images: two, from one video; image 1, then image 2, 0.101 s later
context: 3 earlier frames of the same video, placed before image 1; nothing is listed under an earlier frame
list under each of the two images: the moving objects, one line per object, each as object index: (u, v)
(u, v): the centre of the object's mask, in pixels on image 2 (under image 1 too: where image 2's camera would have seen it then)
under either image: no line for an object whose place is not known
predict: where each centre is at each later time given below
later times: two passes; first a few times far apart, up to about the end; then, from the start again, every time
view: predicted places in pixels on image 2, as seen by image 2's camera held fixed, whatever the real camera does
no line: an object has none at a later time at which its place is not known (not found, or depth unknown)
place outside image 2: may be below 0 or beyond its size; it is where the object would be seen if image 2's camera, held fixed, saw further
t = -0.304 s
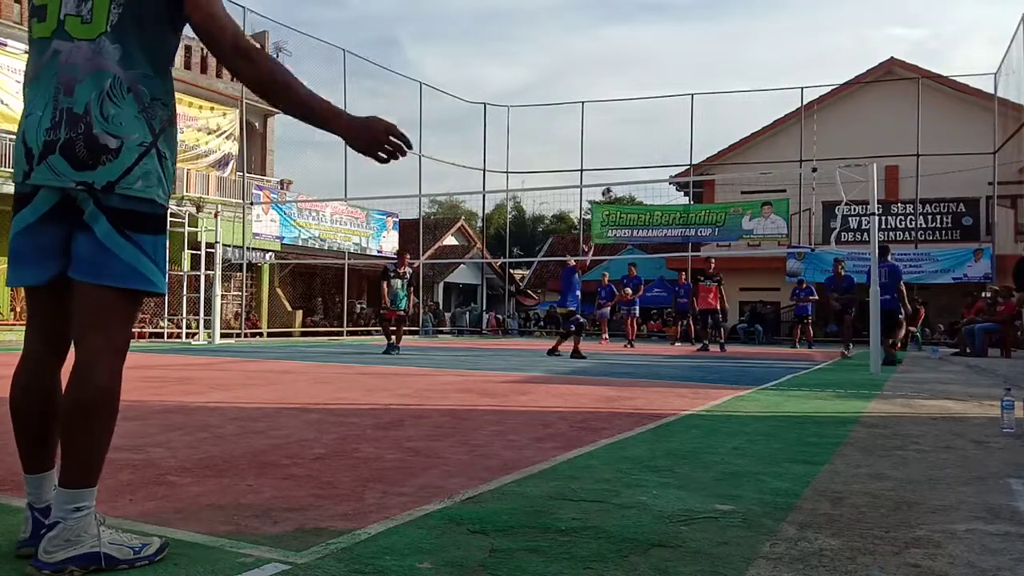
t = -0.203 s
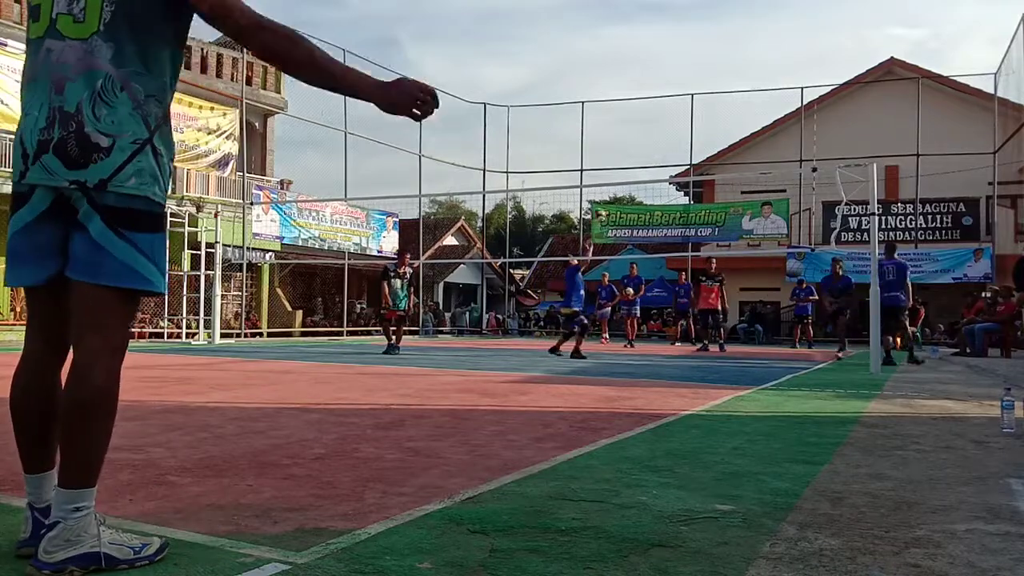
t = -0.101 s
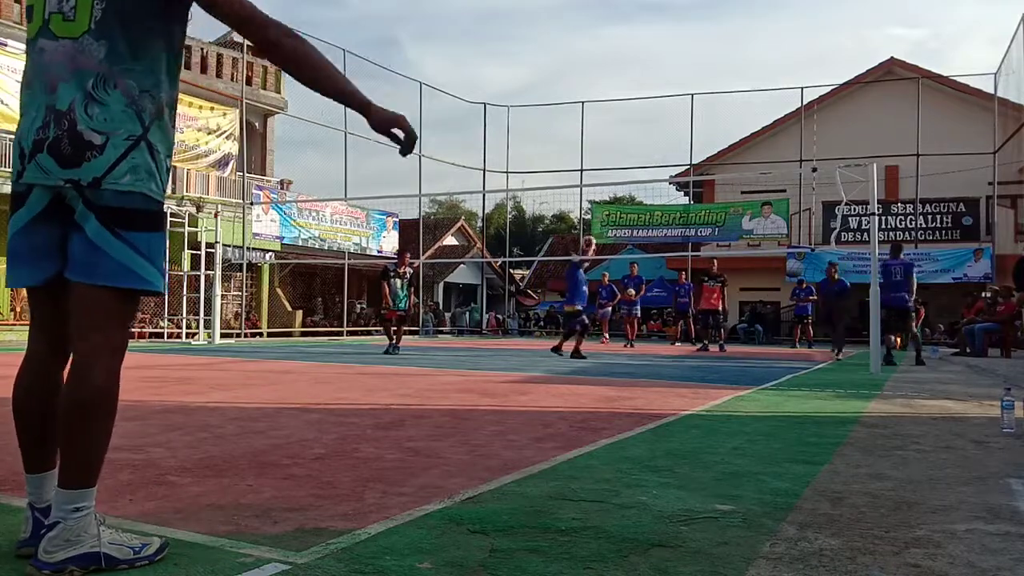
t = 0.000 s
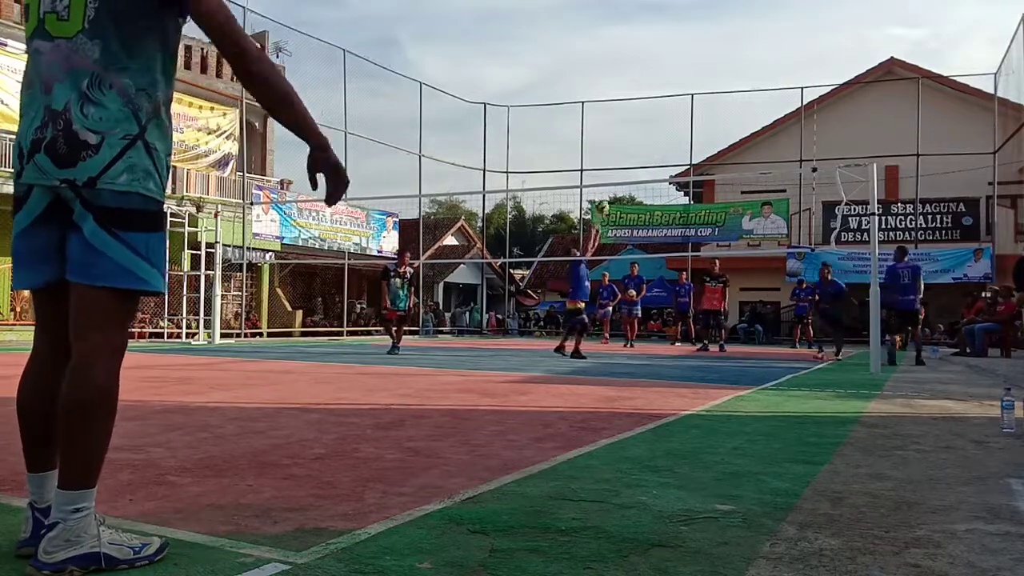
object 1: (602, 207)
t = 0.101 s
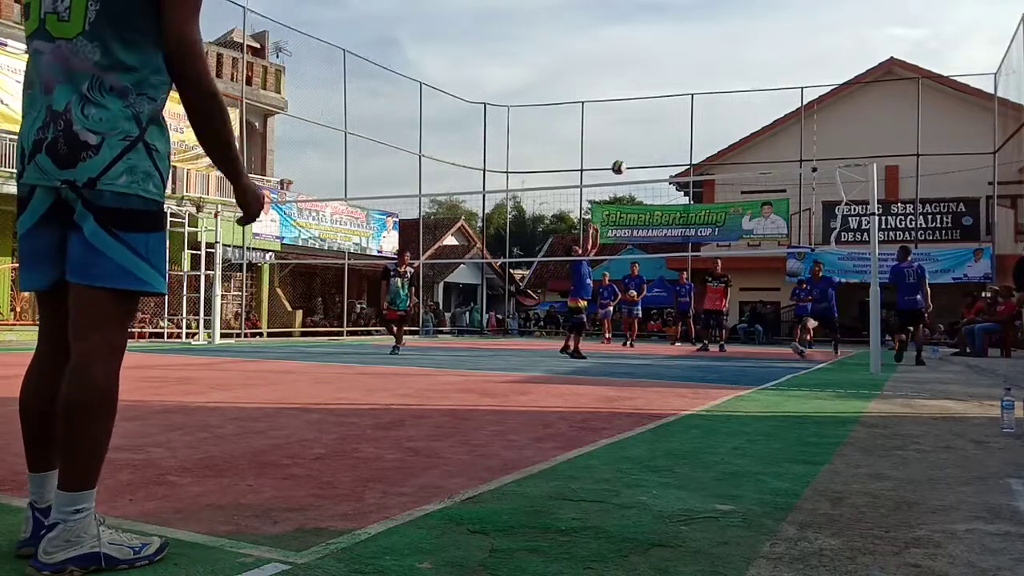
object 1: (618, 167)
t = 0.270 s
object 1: (647, 116)
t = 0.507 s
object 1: (688, 77)
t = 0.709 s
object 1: (724, 74)
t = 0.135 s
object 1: (623, 155)
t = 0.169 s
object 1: (629, 144)
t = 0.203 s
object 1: (634, 133)
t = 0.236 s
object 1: (640, 125)
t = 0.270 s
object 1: (647, 116)
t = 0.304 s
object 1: (653, 108)
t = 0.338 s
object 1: (659, 101)
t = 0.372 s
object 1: (664, 94)
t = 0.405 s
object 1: (671, 89)
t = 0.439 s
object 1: (677, 84)
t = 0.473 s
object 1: (682, 80)
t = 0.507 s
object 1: (688, 77)
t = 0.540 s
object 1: (694, 74)
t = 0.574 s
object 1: (700, 73)
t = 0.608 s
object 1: (706, 72)
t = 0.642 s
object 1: (712, 72)
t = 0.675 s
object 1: (718, 72)
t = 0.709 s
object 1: (724, 74)
